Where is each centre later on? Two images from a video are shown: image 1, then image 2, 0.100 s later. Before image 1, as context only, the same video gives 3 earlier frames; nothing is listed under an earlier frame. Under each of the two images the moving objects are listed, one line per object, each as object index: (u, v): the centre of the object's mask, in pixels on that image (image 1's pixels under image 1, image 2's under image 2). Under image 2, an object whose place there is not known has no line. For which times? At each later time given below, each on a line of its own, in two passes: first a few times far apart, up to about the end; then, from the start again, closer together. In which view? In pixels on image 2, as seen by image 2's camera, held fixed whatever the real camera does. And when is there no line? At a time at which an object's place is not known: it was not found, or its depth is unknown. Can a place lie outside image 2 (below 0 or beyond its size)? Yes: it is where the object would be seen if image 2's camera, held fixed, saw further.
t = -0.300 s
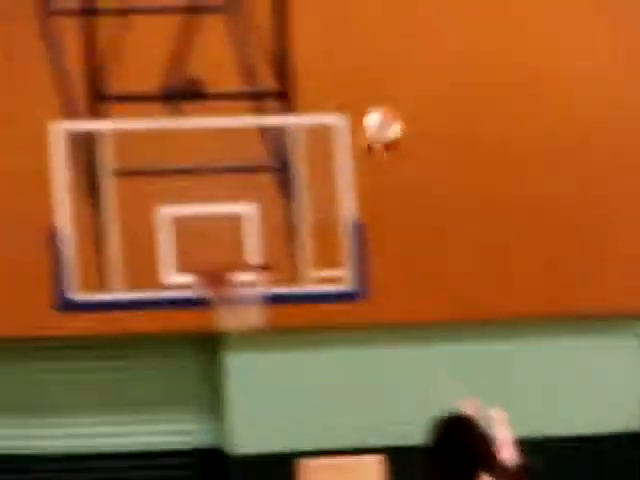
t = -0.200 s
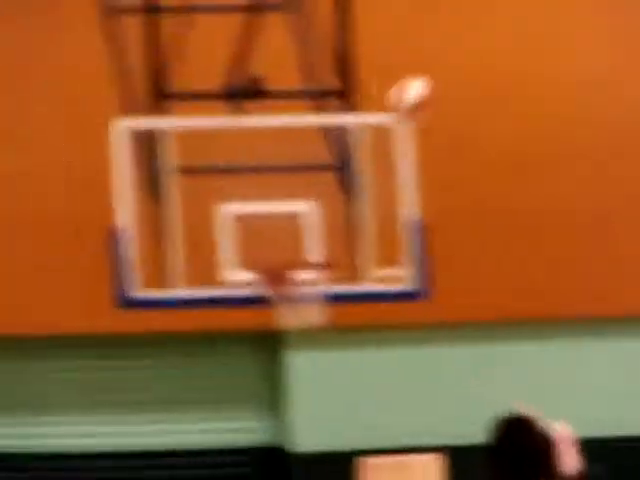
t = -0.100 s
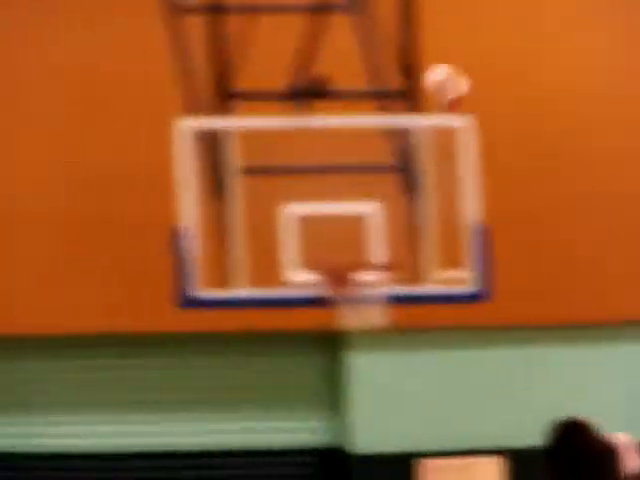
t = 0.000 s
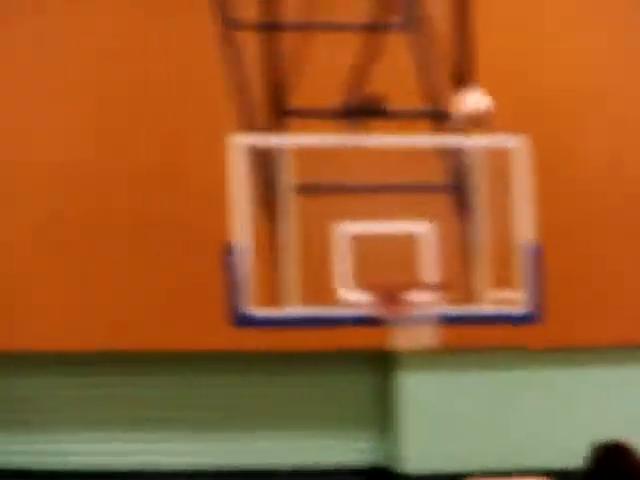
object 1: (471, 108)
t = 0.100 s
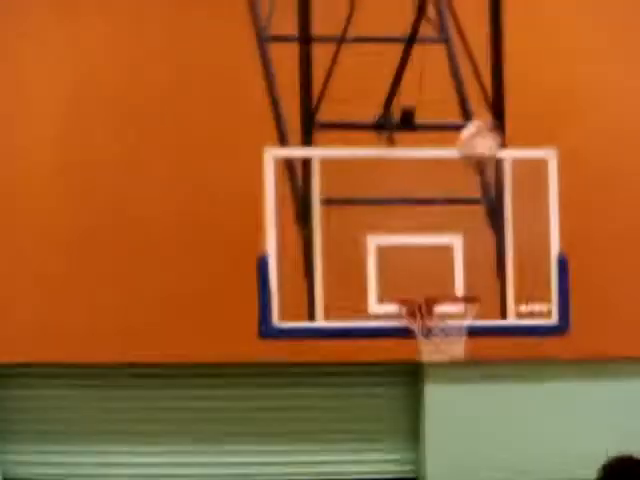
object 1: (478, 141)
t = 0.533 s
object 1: (378, 414)
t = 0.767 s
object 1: (343, 688)
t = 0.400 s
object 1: (409, 302)
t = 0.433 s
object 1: (397, 319)
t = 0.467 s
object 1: (394, 353)
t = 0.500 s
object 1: (385, 382)
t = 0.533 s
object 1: (378, 414)
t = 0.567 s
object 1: (371, 447)
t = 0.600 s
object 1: (363, 486)
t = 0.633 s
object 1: (361, 520)
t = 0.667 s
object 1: (357, 560)
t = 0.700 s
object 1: (350, 600)
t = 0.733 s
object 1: (347, 642)
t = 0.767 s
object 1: (343, 688)
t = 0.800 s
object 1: (334, 725)
